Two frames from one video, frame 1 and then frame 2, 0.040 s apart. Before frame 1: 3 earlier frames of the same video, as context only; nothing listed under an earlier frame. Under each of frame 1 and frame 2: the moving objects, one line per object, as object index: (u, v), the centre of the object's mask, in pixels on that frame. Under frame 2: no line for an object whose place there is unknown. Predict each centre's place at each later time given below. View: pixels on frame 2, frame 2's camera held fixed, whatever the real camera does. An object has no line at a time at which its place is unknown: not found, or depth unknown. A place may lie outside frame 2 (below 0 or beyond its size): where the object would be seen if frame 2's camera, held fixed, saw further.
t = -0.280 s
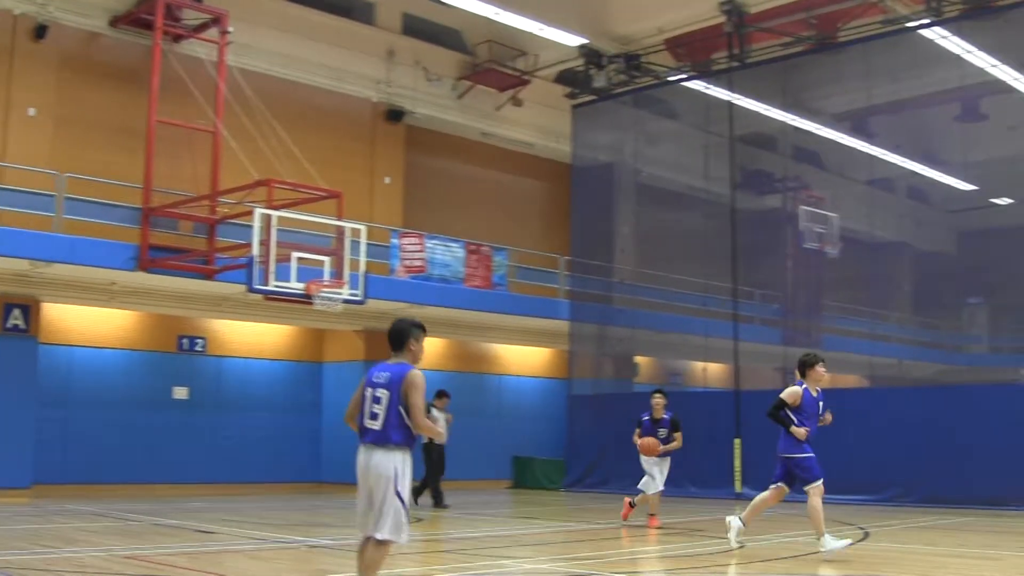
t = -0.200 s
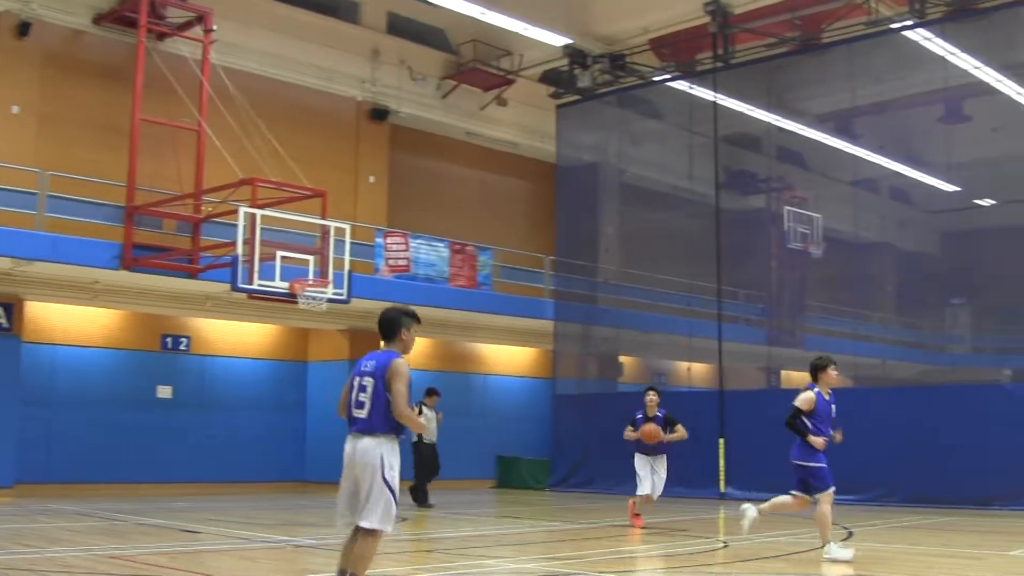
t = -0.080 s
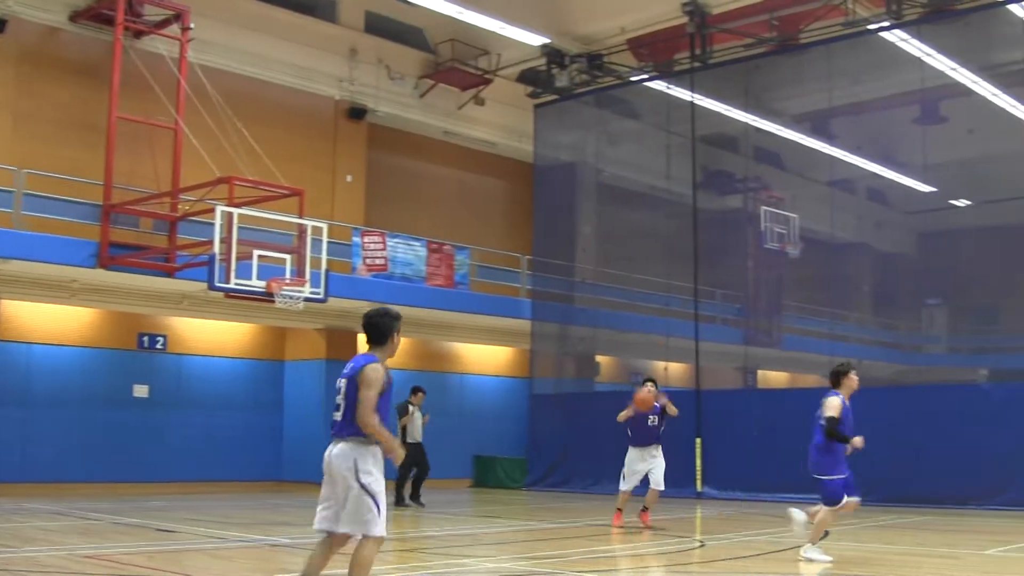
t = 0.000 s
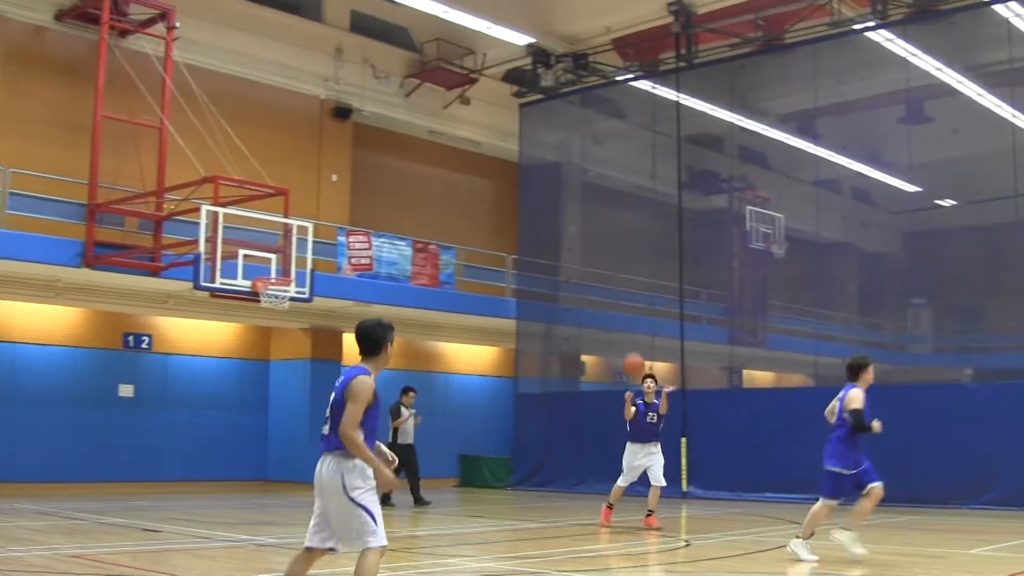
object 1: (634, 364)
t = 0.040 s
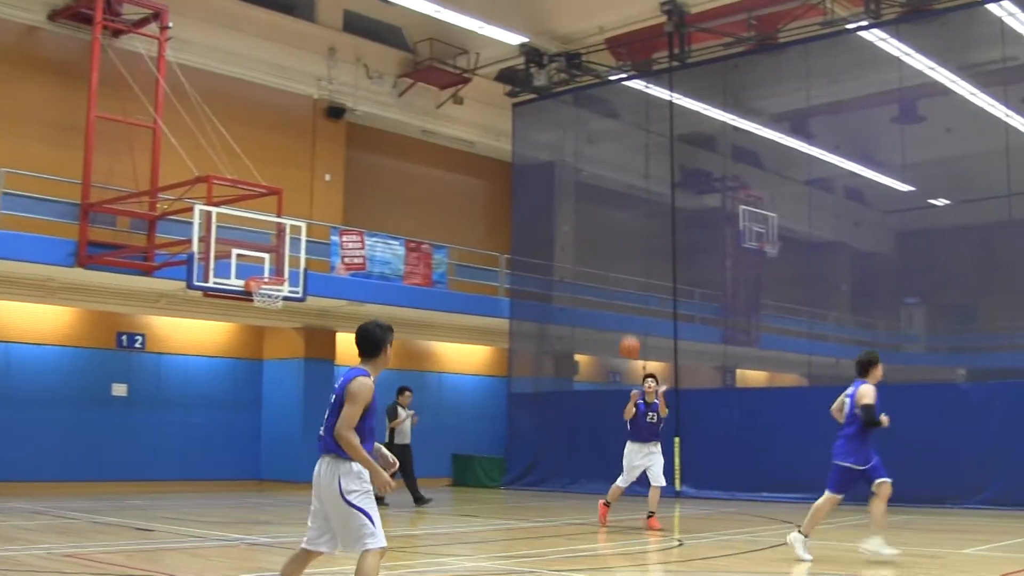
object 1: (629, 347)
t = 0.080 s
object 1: (632, 332)
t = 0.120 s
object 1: (635, 317)
